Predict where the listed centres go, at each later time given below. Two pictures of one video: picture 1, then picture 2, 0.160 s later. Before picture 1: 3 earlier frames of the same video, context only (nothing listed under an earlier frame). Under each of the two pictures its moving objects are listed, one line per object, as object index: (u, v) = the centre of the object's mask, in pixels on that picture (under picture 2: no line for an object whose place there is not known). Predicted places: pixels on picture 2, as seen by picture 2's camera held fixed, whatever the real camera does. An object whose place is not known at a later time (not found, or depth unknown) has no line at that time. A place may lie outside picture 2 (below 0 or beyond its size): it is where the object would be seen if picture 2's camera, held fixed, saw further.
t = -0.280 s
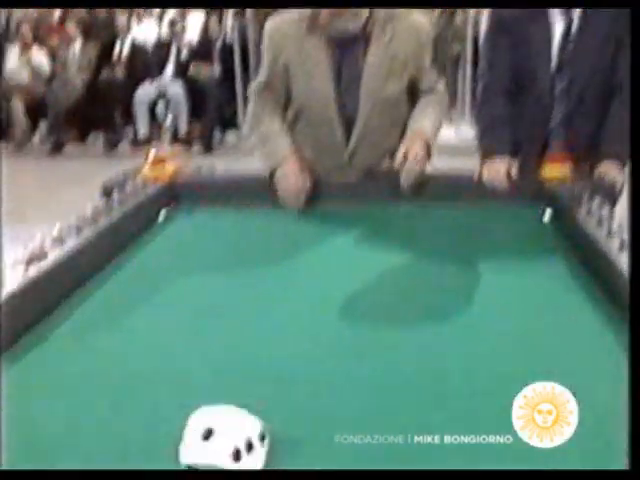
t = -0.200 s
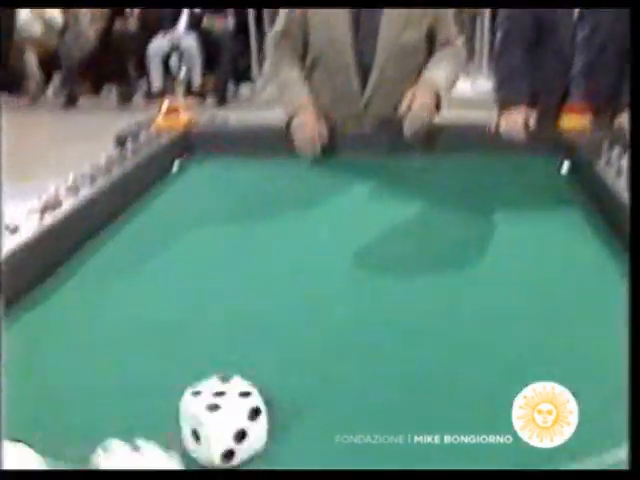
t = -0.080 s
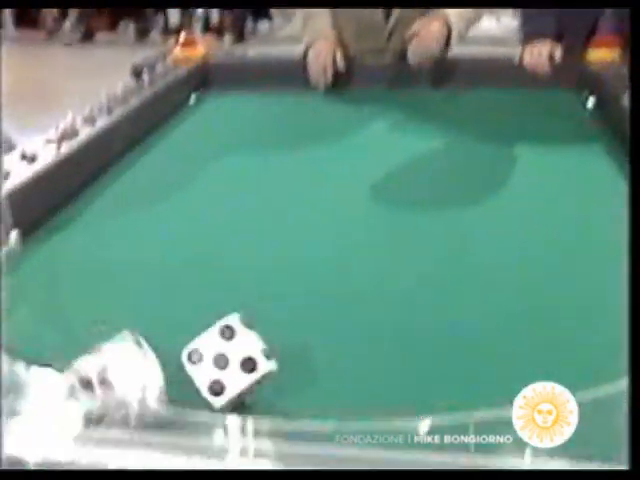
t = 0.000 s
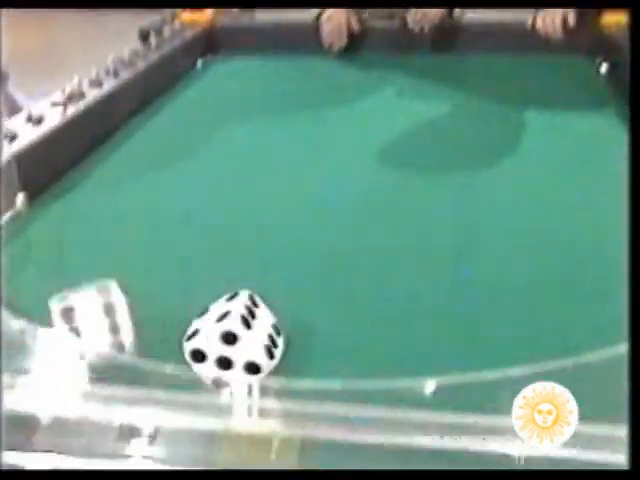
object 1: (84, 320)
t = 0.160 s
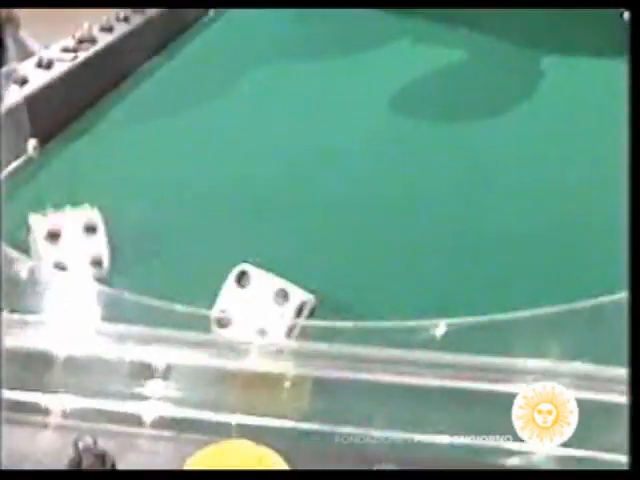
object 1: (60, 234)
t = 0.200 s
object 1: (55, 229)
